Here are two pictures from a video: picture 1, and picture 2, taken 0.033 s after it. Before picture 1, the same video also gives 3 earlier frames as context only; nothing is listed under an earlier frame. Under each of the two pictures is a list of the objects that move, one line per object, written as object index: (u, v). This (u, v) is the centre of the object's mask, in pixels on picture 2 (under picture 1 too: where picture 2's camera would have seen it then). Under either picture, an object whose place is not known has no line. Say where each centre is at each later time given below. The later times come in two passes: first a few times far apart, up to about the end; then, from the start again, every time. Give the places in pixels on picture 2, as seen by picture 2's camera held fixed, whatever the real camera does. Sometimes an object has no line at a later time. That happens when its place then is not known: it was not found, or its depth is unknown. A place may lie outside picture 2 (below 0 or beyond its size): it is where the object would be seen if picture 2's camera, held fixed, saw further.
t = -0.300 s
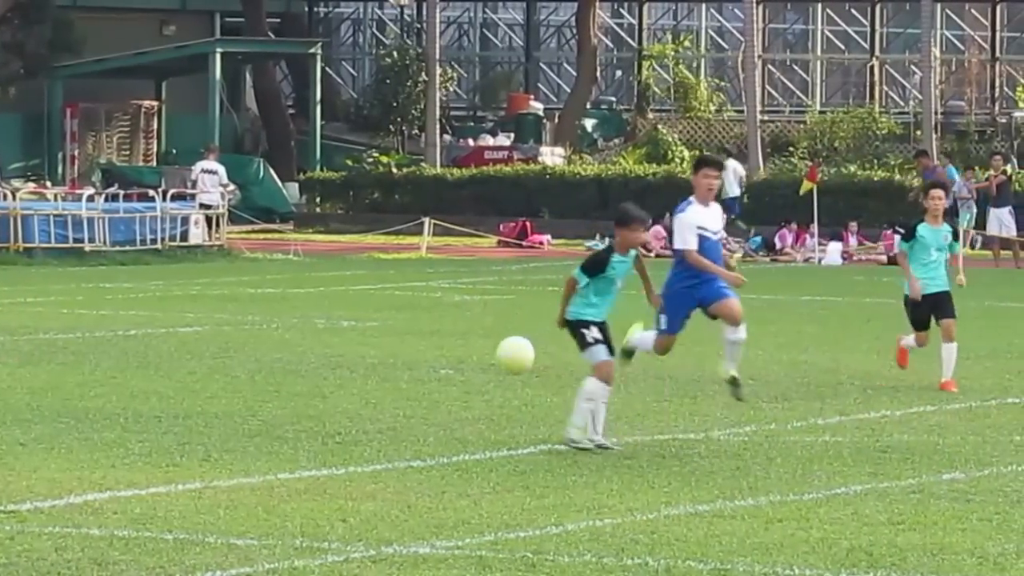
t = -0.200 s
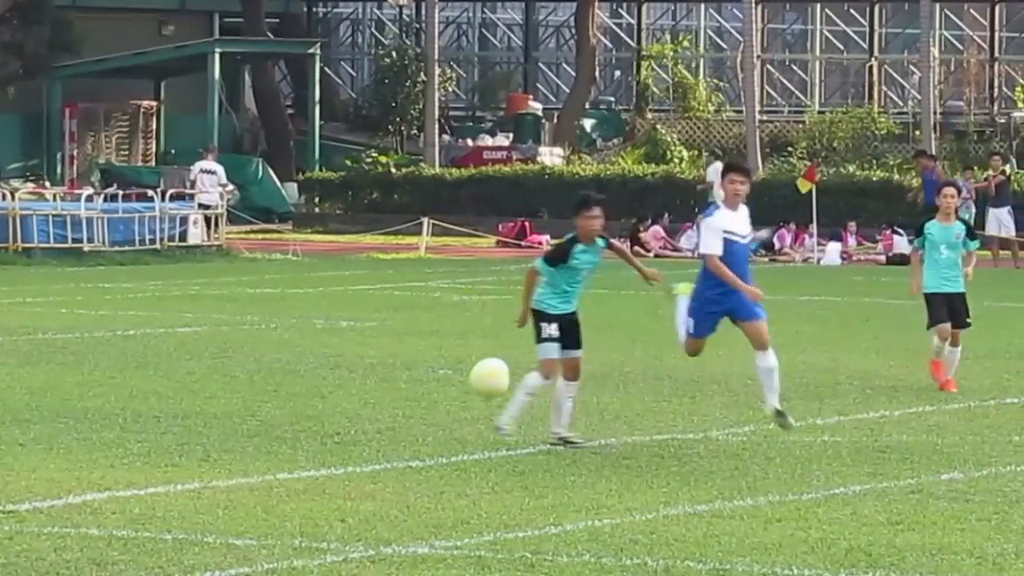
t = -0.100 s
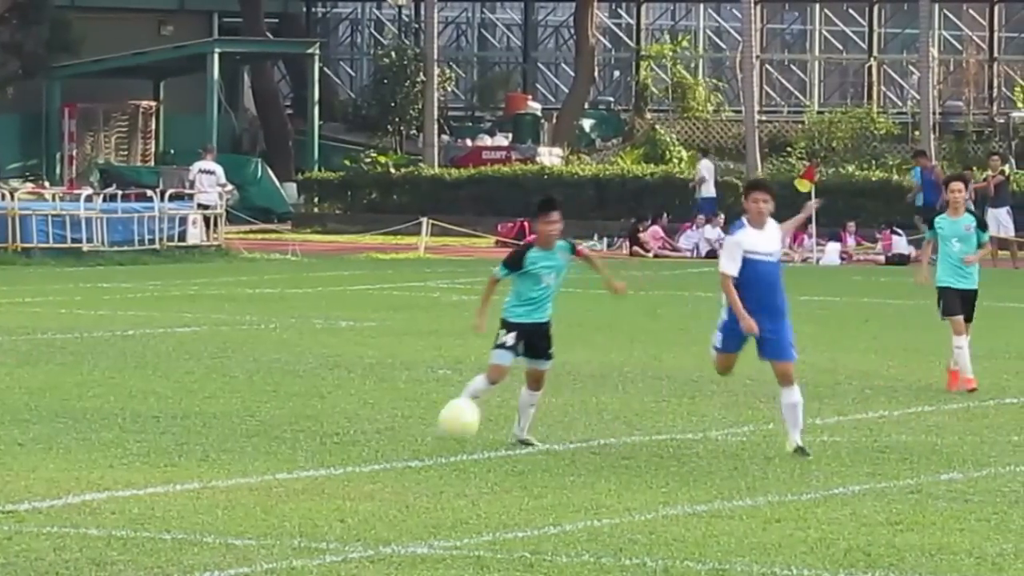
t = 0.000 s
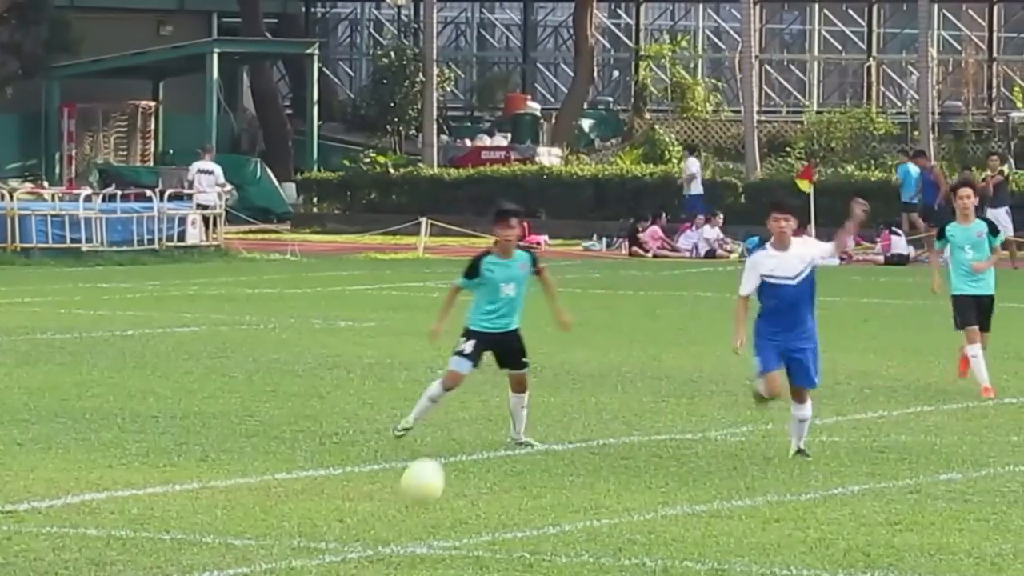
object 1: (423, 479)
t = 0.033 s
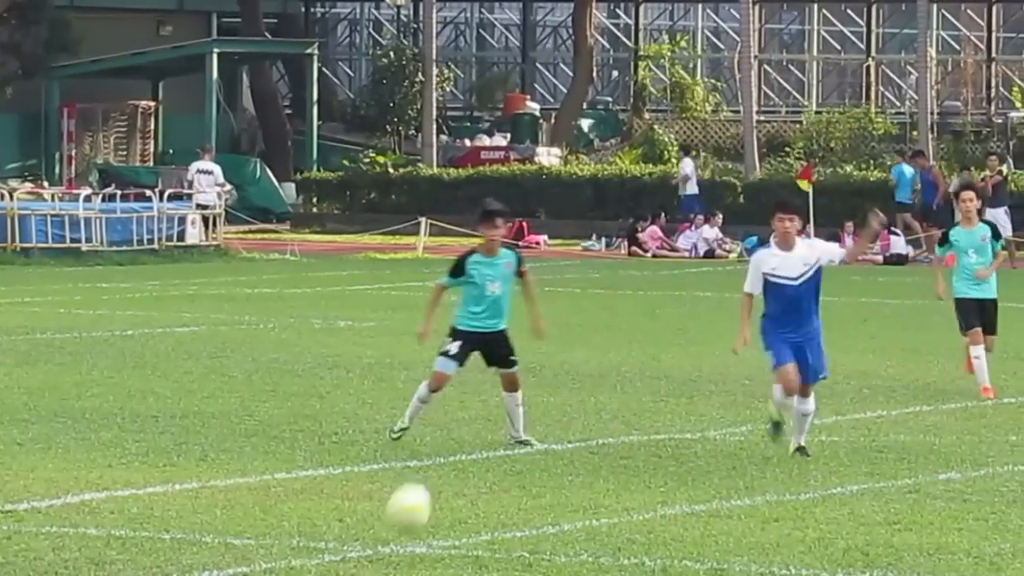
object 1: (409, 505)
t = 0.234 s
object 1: (331, 509)
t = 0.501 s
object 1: (216, 533)
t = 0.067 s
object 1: (395, 534)
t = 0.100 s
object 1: (380, 553)
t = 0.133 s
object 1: (369, 540)
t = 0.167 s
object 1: (356, 527)
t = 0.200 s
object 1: (344, 518)
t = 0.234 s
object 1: (331, 509)
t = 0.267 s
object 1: (318, 504)
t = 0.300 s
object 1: (305, 500)
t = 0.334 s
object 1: (291, 499)
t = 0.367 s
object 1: (277, 501)
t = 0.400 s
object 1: (262, 505)
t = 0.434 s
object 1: (247, 512)
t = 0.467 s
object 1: (232, 521)
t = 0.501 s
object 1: (216, 533)
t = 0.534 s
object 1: (200, 547)
